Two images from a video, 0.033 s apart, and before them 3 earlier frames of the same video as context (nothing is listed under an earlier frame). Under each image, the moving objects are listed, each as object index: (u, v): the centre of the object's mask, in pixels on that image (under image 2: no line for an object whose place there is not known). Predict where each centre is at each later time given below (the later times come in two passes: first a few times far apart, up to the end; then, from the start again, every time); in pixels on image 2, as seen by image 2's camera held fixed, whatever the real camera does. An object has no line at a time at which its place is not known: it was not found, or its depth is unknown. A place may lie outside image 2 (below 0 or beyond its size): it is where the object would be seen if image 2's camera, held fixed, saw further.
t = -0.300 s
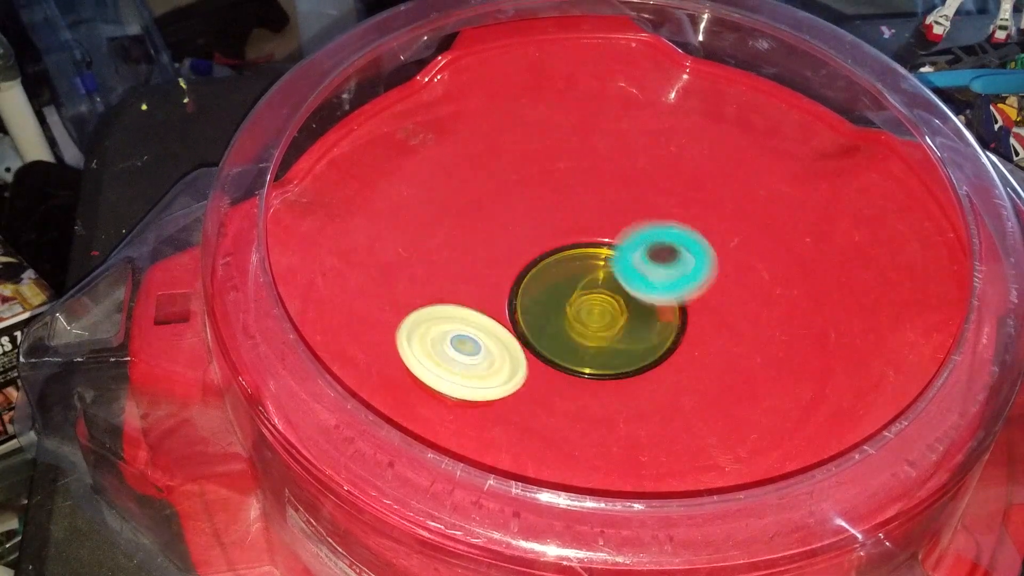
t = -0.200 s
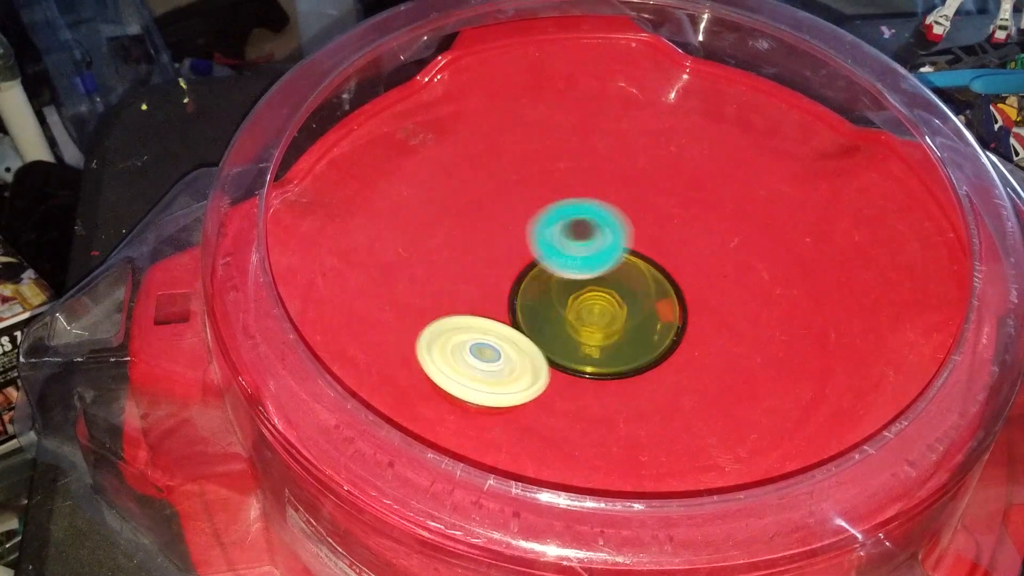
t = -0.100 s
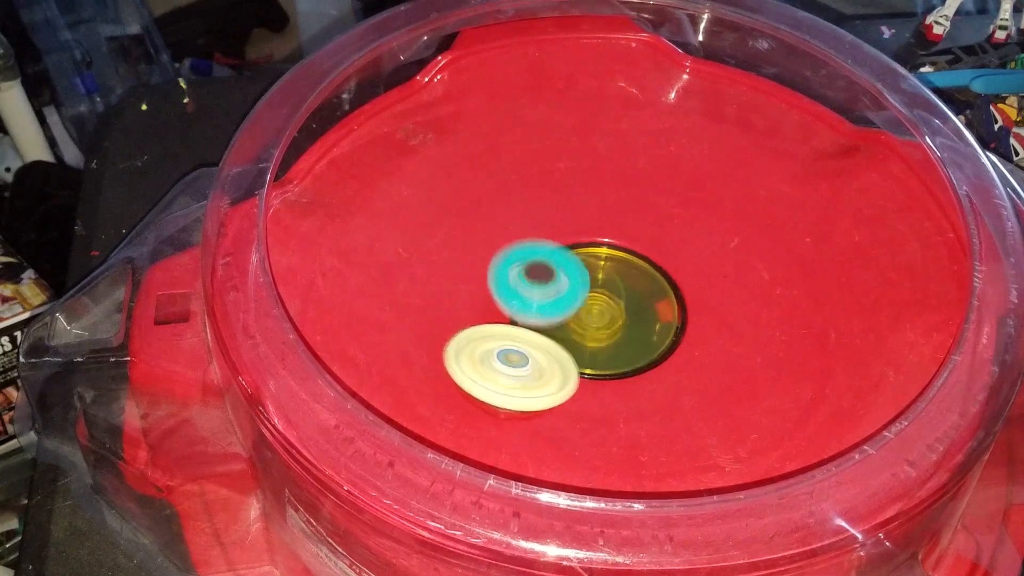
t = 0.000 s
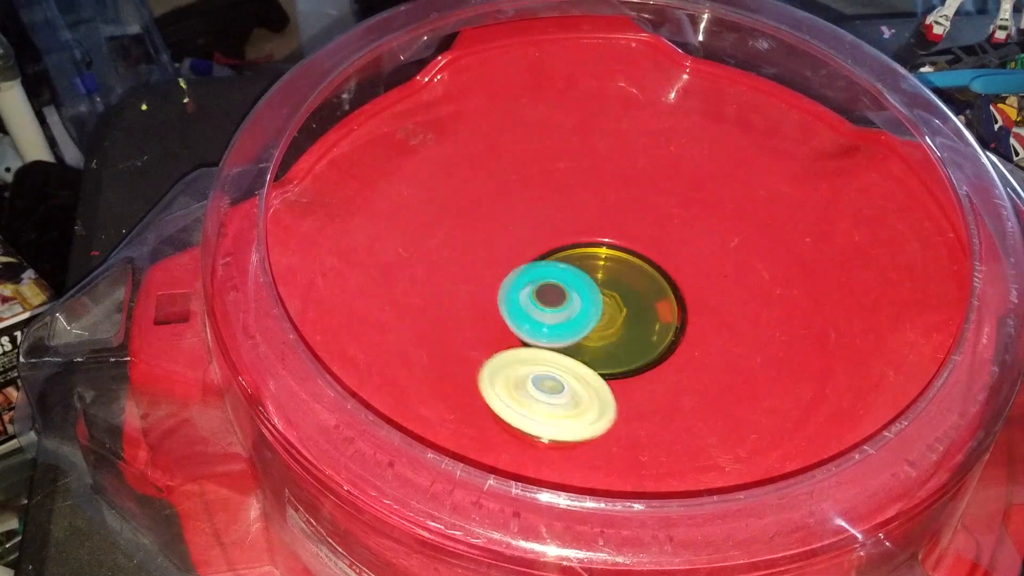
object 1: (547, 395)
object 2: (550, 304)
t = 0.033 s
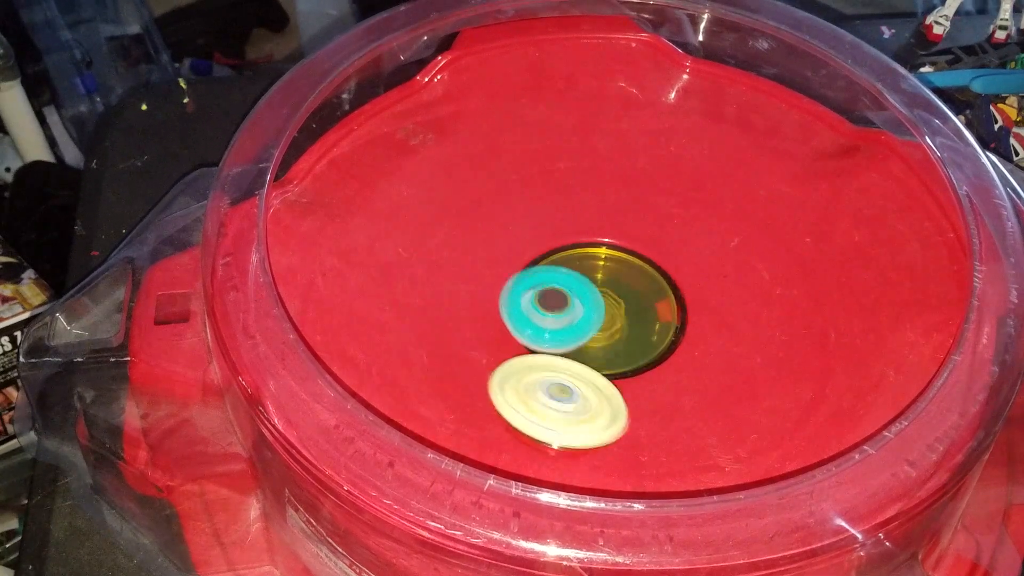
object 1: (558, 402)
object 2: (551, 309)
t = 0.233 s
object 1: (625, 418)
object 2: (608, 319)
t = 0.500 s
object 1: (698, 399)
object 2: (610, 257)
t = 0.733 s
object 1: (770, 361)
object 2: (623, 328)
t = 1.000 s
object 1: (873, 341)
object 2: (616, 250)
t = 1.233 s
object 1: (927, 329)
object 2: (545, 307)
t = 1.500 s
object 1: (912, 343)
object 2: (664, 279)
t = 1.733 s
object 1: (770, 323)
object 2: (528, 288)
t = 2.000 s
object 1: (697, 224)
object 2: (630, 312)
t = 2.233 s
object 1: (690, 185)
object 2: (615, 256)
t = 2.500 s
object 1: (673, 220)
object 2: (618, 337)
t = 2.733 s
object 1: (635, 154)
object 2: (639, 257)
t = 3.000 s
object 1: (603, 132)
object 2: (547, 310)
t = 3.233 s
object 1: (563, 161)
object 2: (627, 240)
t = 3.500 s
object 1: (475, 164)
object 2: (539, 309)
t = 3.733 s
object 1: (449, 213)
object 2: (662, 312)
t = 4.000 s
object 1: (442, 305)
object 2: (539, 258)
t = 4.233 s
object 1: (438, 389)
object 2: (598, 334)
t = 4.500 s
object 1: (494, 394)
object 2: (606, 235)
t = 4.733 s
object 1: (617, 402)
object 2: (546, 314)
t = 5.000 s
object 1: (899, 400)
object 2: (644, 224)
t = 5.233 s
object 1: (945, 305)
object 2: (577, 220)
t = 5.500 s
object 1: (889, 352)
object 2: (530, 296)
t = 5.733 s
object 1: (778, 397)
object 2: (593, 305)
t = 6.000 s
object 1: (726, 425)
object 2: (584, 330)
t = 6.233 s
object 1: (647, 433)
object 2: (618, 246)
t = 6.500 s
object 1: (506, 384)
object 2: (574, 328)
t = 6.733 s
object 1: (441, 286)
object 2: (680, 332)
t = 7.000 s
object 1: (473, 201)
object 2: (679, 319)
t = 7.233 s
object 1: (544, 178)
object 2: (578, 309)
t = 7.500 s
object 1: (646, 203)
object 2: (564, 340)
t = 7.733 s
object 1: (703, 254)
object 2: (572, 337)
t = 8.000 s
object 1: (717, 284)
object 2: (624, 340)
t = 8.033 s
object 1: (722, 277)
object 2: (629, 349)
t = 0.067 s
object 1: (569, 406)
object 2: (555, 314)
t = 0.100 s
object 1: (581, 410)
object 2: (561, 318)
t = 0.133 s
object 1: (591, 413)
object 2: (570, 322)
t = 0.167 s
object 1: (603, 415)
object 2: (583, 323)
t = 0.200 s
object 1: (615, 417)
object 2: (596, 322)
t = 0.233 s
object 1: (625, 418)
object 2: (608, 319)
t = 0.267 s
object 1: (636, 418)
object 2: (617, 313)
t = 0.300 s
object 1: (647, 417)
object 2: (624, 307)
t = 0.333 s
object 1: (655, 415)
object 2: (628, 300)
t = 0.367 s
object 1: (664, 413)
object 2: (631, 293)
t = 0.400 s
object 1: (674, 410)
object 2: (632, 285)
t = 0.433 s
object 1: (683, 407)
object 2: (631, 278)
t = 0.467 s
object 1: (691, 403)
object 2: (623, 268)
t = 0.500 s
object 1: (698, 399)
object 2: (610, 257)
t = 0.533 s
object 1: (704, 393)
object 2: (583, 252)
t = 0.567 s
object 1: (709, 388)
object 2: (551, 262)
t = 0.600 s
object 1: (715, 382)
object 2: (535, 288)
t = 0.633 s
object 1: (720, 374)
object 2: (546, 318)
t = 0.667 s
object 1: (723, 367)
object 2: (578, 337)
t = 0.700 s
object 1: (729, 360)
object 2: (612, 340)
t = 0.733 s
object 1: (770, 361)
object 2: (623, 328)
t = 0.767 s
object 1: (802, 359)
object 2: (629, 318)
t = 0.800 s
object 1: (822, 357)
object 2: (634, 309)
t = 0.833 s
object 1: (834, 354)
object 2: (637, 299)
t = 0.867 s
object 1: (841, 351)
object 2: (638, 289)
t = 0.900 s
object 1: (847, 350)
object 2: (636, 278)
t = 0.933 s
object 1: (854, 349)
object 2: (631, 267)
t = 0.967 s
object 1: (863, 346)
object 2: (624, 257)
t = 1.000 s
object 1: (873, 341)
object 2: (616, 250)
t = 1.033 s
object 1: (883, 333)
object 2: (610, 245)
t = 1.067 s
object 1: (891, 323)
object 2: (598, 241)
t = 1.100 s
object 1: (899, 313)
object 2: (575, 245)
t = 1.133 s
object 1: (907, 307)
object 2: (553, 256)
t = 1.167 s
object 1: (913, 306)
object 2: (542, 272)
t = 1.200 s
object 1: (929, 314)
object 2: (537, 290)
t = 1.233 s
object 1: (927, 329)
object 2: (545, 307)
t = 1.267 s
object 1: (928, 342)
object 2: (557, 320)
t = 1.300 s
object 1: (932, 354)
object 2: (576, 328)
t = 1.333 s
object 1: (936, 364)
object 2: (596, 332)
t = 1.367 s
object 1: (931, 367)
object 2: (617, 330)
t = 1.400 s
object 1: (926, 366)
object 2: (636, 324)
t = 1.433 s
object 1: (922, 360)
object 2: (652, 314)
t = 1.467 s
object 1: (918, 352)
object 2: (662, 299)
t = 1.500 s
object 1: (912, 343)
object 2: (664, 279)
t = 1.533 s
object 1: (898, 331)
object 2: (650, 254)
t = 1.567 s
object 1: (894, 324)
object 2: (622, 237)
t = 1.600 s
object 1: (887, 321)
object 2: (587, 233)
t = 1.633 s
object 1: (870, 319)
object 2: (558, 240)
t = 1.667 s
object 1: (844, 320)
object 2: (539, 254)
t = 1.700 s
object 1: (810, 322)
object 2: (529, 269)
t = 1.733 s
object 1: (770, 323)
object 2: (528, 288)
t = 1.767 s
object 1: (723, 321)
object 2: (533, 306)
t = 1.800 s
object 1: (674, 313)
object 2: (545, 320)
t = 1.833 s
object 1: (668, 285)
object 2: (559, 326)
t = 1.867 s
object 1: (683, 261)
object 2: (579, 324)
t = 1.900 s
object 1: (693, 253)
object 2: (594, 324)
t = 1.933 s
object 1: (700, 251)
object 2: (608, 322)
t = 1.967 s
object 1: (701, 232)
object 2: (620, 317)
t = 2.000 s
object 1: (697, 224)
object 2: (630, 312)
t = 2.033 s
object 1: (691, 220)
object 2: (638, 305)
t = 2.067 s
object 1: (688, 216)
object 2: (641, 300)
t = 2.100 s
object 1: (687, 210)
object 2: (643, 297)
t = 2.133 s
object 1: (686, 205)
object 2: (641, 288)
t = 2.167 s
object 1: (688, 196)
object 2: (636, 279)
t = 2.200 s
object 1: (689, 190)
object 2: (629, 268)
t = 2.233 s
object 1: (690, 185)
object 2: (615, 256)
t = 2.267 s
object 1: (690, 182)
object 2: (588, 250)
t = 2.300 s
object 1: (688, 183)
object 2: (559, 254)
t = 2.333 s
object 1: (686, 187)
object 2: (539, 271)
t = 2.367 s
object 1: (682, 194)
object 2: (534, 293)
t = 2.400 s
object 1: (679, 201)
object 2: (543, 313)
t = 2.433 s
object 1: (677, 208)
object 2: (564, 329)
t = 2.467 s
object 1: (675, 215)
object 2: (588, 338)
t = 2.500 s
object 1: (673, 220)
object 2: (618, 337)
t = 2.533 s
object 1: (672, 224)
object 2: (646, 331)
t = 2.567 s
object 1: (669, 220)
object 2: (664, 318)
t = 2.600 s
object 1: (664, 202)
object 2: (658, 300)
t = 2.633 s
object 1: (657, 189)
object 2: (658, 282)
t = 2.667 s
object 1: (649, 177)
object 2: (657, 269)
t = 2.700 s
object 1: (643, 168)
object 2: (651, 259)
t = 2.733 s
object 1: (635, 154)
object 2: (639, 257)
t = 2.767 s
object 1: (629, 142)
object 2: (627, 255)
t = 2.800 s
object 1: (624, 134)
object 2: (612, 252)
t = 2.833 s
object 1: (620, 128)
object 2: (597, 251)
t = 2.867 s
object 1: (615, 126)
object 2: (581, 252)
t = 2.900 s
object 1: (612, 125)
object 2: (566, 256)
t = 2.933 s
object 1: (609, 127)
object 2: (551, 265)
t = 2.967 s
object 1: (606, 130)
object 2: (543, 284)
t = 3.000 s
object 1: (603, 132)
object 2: (547, 310)
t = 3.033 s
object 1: (600, 135)
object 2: (578, 333)
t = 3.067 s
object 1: (595, 139)
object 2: (615, 337)
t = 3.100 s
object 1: (590, 143)
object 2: (653, 322)
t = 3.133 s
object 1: (584, 147)
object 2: (671, 297)
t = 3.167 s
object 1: (578, 152)
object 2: (669, 272)
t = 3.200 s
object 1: (571, 156)
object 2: (656, 252)
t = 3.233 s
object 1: (563, 161)
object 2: (627, 240)
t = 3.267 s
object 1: (543, 153)
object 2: (607, 242)
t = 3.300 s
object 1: (526, 150)
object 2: (589, 240)
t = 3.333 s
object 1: (513, 151)
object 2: (570, 239)
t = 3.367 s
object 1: (502, 153)
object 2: (551, 241)
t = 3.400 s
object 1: (494, 154)
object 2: (539, 254)
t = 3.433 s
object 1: (486, 157)
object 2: (530, 272)
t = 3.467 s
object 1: (480, 160)
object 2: (531, 292)
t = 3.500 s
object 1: (475, 164)
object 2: (539, 309)
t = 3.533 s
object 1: (471, 168)
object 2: (553, 324)
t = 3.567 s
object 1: (466, 174)
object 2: (572, 334)
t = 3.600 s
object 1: (463, 180)
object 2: (593, 340)
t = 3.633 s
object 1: (459, 187)
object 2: (615, 340)
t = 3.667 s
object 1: (456, 195)
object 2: (635, 335)
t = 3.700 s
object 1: (453, 204)
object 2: (651, 325)
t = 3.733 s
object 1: (449, 213)
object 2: (662, 312)
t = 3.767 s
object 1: (446, 224)
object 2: (668, 295)
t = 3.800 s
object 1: (444, 235)
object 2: (667, 278)
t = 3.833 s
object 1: (442, 247)
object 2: (661, 261)
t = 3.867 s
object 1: (441, 258)
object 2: (644, 246)
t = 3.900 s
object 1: (440, 270)
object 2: (615, 235)
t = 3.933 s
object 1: (440, 282)
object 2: (584, 235)
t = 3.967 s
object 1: (440, 294)
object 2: (556, 243)
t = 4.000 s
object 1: (442, 305)
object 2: (539, 258)
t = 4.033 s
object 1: (443, 315)
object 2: (531, 273)
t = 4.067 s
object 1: (445, 326)
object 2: (530, 289)
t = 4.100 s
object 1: (439, 342)
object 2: (540, 300)
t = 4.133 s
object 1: (437, 358)
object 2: (551, 311)
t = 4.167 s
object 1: (436, 372)
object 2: (563, 322)
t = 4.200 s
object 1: (437, 382)
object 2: (578, 330)
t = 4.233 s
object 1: (438, 389)
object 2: (598, 334)
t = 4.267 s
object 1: (441, 392)
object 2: (620, 333)
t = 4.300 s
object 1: (446, 393)
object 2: (642, 329)
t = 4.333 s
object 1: (453, 393)
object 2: (659, 314)
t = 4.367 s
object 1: (459, 393)
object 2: (670, 293)
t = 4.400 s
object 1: (465, 392)
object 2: (665, 269)
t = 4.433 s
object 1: (473, 391)
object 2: (648, 250)
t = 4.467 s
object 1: (482, 392)
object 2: (626, 240)
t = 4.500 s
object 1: (494, 394)
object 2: (606, 235)
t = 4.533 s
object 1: (508, 396)
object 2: (586, 236)
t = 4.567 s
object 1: (524, 398)
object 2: (569, 240)
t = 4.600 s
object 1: (541, 400)
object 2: (554, 248)
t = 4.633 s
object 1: (559, 402)
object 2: (543, 260)
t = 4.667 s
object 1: (577, 403)
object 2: (537, 274)
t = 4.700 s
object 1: (597, 404)
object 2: (536, 293)
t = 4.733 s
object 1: (617, 402)
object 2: (546, 314)
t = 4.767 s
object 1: (644, 403)
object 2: (570, 331)
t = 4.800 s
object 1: (721, 431)
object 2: (568, 311)
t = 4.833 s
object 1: (775, 441)
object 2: (578, 289)
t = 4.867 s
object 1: (855, 467)
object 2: (598, 272)
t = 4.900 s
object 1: (872, 460)
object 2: (612, 254)
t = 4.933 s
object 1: (878, 435)
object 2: (626, 240)
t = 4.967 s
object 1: (887, 417)
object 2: (639, 232)
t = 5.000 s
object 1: (899, 400)
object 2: (644, 224)
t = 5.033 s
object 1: (905, 379)
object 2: (646, 221)
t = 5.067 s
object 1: (913, 361)
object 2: (641, 221)
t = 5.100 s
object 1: (919, 344)
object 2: (633, 225)
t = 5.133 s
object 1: (923, 325)
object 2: (623, 225)
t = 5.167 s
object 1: (936, 311)
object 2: (613, 224)
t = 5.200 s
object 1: (945, 305)
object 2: (596, 222)
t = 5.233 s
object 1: (945, 305)
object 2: (577, 220)
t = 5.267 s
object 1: (938, 313)
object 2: (562, 224)
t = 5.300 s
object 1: (923, 330)
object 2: (552, 232)
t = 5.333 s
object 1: (917, 346)
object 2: (543, 240)
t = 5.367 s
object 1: (915, 358)
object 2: (537, 248)
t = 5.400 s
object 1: (915, 364)
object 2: (532, 256)
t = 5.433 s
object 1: (908, 362)
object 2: (530, 266)
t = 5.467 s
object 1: (889, 352)
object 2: (528, 280)
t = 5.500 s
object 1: (889, 352)
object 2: (530, 296)
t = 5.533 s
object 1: (871, 350)
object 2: (539, 313)
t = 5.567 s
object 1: (848, 354)
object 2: (555, 329)
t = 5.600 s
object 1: (817, 357)
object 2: (578, 341)
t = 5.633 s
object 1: (779, 361)
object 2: (604, 347)
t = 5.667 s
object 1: (740, 364)
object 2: (626, 346)
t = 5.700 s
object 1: (749, 381)
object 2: (621, 328)
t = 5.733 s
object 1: (778, 397)
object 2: (593, 305)
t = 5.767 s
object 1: (789, 405)
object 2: (568, 286)
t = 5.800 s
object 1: (782, 410)
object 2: (540, 272)
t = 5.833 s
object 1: (771, 412)
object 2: (532, 270)
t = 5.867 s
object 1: (761, 415)
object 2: (542, 280)
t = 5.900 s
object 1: (751, 417)
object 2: (557, 295)
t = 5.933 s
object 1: (742, 420)
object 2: (567, 309)
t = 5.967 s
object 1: (734, 423)
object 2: (574, 321)
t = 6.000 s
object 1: (726, 425)
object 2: (584, 330)
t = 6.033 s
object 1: (718, 427)
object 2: (601, 335)
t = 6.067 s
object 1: (709, 428)
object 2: (625, 334)
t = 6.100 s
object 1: (698, 430)
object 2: (650, 326)
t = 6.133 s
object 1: (687, 432)
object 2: (665, 307)
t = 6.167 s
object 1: (675, 433)
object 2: (663, 281)
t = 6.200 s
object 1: (661, 434)
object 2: (645, 260)
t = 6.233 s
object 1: (647, 433)
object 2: (618, 246)
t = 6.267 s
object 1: (630, 432)
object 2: (592, 242)
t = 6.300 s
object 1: (614, 430)
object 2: (567, 246)
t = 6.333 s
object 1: (596, 425)
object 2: (544, 254)
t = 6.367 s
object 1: (577, 419)
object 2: (530, 266)
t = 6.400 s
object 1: (559, 413)
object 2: (525, 286)
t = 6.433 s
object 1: (541, 404)
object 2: (527, 301)
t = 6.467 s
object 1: (523, 395)
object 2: (543, 310)
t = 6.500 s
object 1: (506, 384)
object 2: (574, 328)
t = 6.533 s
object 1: (491, 371)
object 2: (597, 348)
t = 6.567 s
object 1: (479, 358)
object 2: (621, 352)
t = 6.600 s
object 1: (466, 343)
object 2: (647, 350)
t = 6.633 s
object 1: (457, 329)
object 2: (665, 344)
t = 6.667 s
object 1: (449, 314)
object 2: (677, 337)
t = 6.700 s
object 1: (444, 299)
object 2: (680, 334)
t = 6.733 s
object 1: (441, 286)
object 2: (680, 332)
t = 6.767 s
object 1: (440, 272)
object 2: (679, 331)
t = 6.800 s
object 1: (441, 260)
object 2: (677, 328)
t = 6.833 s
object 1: (443, 247)
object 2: (678, 325)
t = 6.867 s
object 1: (446, 236)
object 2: (679, 323)
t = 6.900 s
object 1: (451, 226)
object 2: (680, 323)
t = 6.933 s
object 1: (458, 217)
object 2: (682, 322)
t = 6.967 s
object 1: (464, 209)
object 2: (682, 321)
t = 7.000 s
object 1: (473, 201)
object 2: (679, 319)
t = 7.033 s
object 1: (481, 195)
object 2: (671, 317)
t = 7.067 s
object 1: (490, 190)
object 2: (661, 314)
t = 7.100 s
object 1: (501, 186)
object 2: (647, 309)
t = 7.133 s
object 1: (511, 182)
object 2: (628, 304)
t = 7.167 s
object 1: (522, 180)
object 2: (608, 304)
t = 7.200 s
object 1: (533, 179)
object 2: (590, 304)
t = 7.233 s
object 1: (544, 178)
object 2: (578, 309)
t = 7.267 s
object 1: (556, 178)
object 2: (571, 316)
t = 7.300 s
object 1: (568, 179)
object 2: (568, 324)
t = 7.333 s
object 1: (581, 180)
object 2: (566, 332)
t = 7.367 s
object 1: (594, 183)
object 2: (565, 336)
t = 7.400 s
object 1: (608, 187)
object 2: (562, 338)
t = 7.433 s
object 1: (621, 192)
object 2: (562, 341)
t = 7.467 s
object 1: (634, 198)
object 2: (562, 341)
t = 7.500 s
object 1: (646, 203)
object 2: (564, 340)
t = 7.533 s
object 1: (656, 210)
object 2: (566, 340)
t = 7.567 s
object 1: (666, 217)
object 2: (567, 338)
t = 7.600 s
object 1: (674, 224)
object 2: (569, 337)
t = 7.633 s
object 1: (683, 232)
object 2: (571, 337)
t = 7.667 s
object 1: (691, 239)
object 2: (572, 338)
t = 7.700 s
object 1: (697, 247)
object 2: (573, 339)
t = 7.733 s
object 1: (703, 254)
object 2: (572, 337)
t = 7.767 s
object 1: (706, 260)
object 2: (574, 335)
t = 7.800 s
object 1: (709, 266)
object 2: (578, 332)
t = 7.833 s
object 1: (711, 271)
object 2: (585, 329)
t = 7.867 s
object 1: (713, 276)
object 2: (590, 326)
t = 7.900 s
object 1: (714, 280)
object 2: (596, 327)
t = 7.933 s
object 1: (713, 284)
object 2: (603, 330)
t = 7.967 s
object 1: (713, 287)
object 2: (615, 334)
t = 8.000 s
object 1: (717, 284)
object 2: (624, 340)
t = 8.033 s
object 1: (722, 277)
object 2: (629, 349)
